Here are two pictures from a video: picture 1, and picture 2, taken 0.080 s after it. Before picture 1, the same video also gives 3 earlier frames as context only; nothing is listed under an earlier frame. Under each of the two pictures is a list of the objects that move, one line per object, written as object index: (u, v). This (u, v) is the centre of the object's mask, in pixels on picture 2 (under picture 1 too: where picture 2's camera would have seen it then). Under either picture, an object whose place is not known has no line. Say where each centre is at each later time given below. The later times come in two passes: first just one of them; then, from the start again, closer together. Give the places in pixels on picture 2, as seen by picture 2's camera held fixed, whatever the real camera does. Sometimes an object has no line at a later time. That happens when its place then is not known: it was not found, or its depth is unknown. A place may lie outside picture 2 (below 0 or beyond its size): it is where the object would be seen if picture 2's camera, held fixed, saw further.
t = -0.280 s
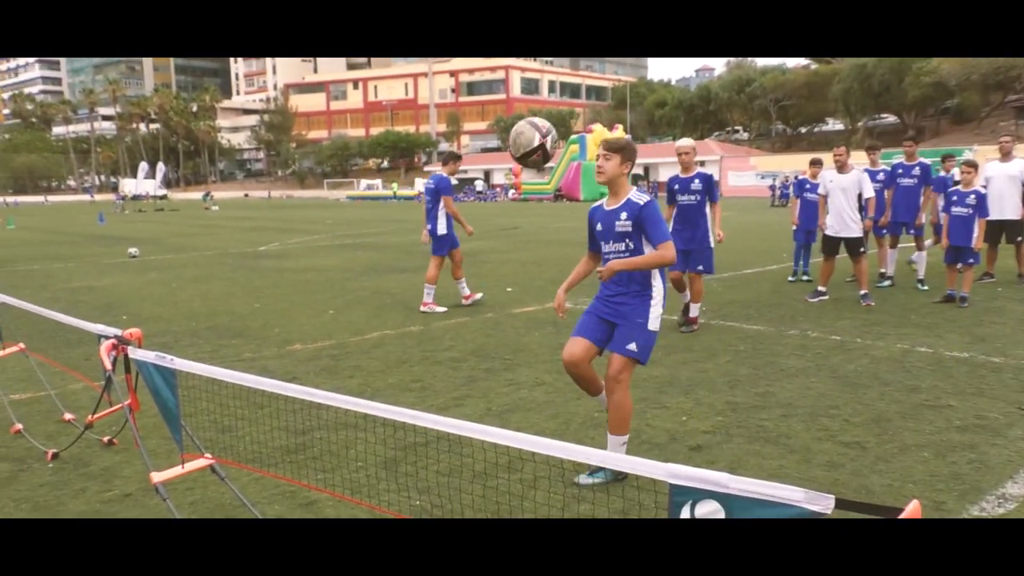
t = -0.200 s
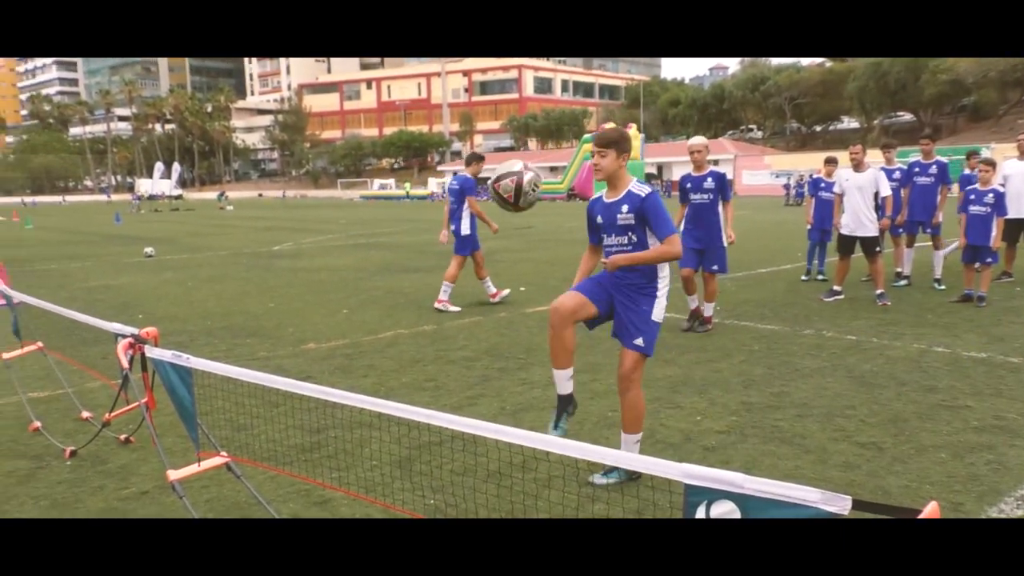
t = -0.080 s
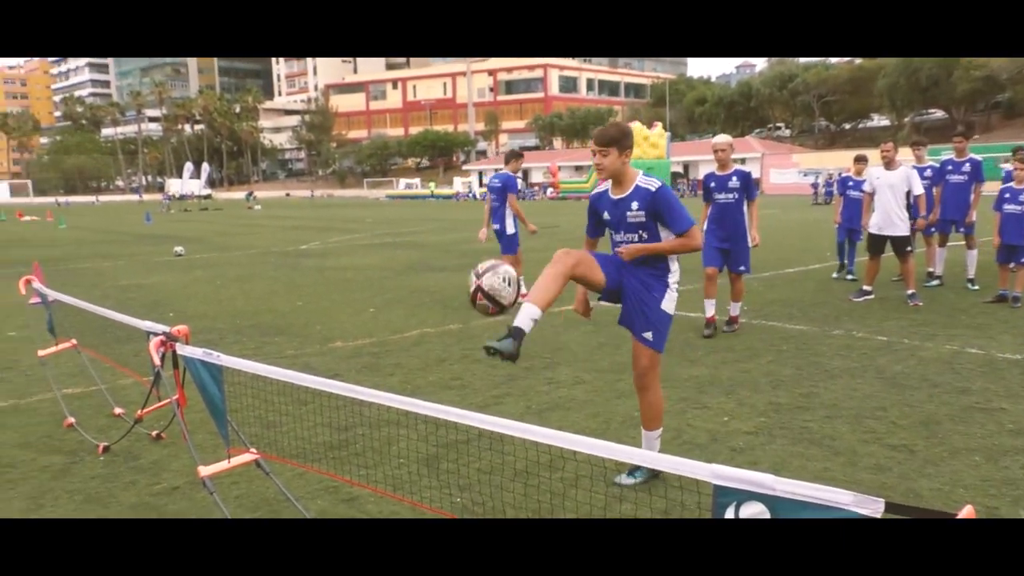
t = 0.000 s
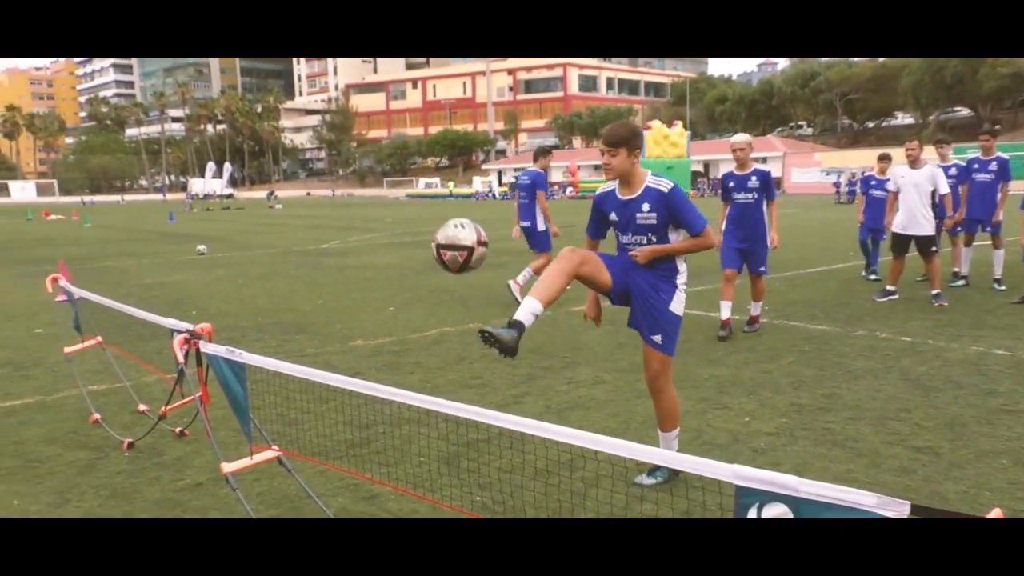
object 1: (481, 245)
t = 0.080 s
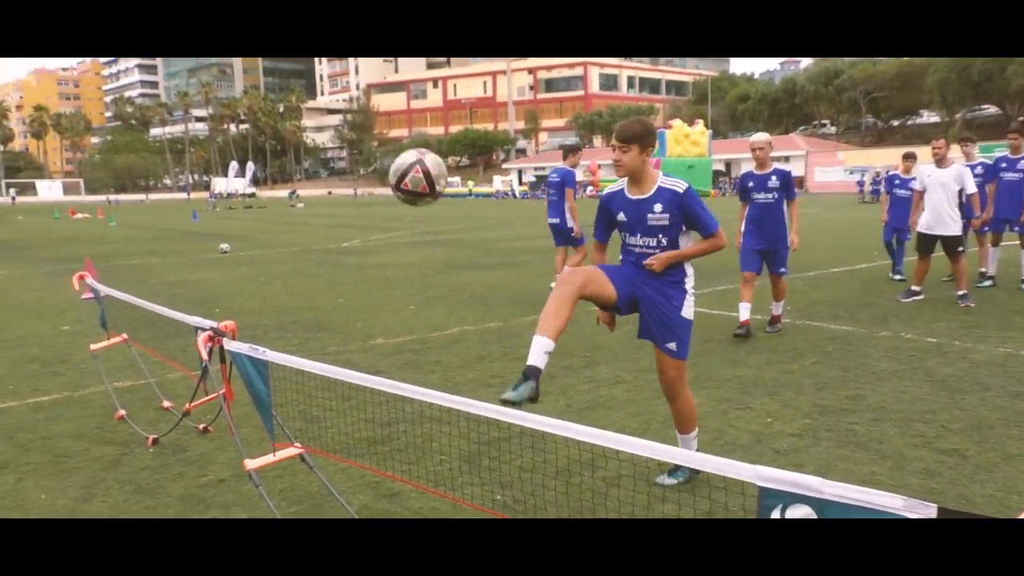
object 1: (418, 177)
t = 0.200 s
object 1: (319, 98)
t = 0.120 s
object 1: (386, 146)
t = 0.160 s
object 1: (352, 121)
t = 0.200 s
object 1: (319, 98)
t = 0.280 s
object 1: (252, 72)
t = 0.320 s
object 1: (216, 67)
